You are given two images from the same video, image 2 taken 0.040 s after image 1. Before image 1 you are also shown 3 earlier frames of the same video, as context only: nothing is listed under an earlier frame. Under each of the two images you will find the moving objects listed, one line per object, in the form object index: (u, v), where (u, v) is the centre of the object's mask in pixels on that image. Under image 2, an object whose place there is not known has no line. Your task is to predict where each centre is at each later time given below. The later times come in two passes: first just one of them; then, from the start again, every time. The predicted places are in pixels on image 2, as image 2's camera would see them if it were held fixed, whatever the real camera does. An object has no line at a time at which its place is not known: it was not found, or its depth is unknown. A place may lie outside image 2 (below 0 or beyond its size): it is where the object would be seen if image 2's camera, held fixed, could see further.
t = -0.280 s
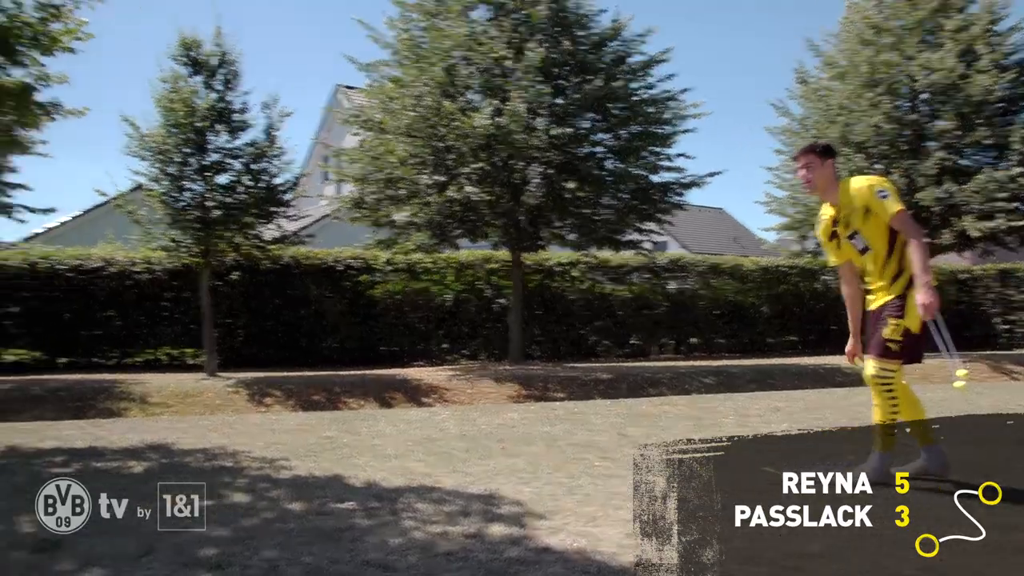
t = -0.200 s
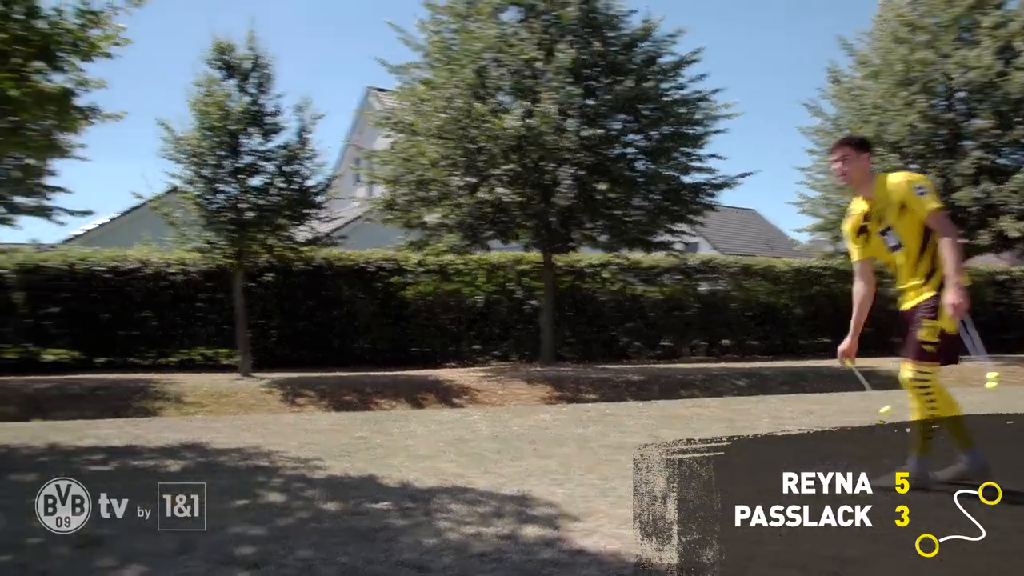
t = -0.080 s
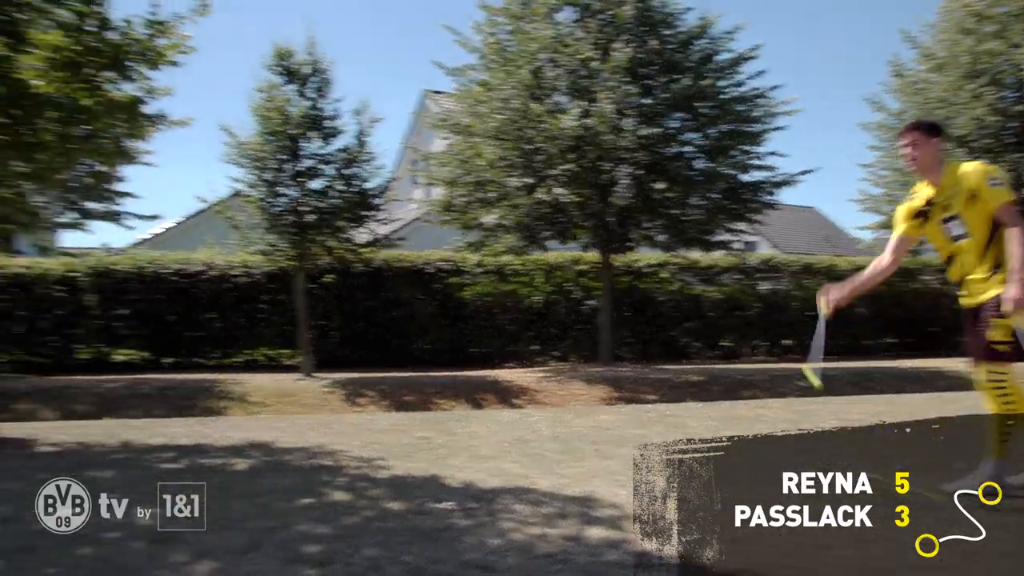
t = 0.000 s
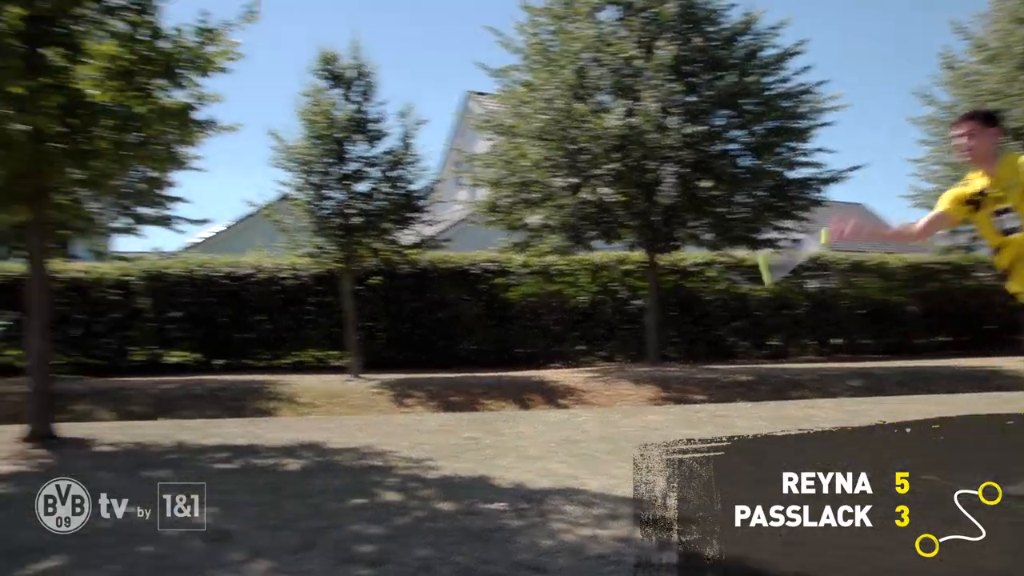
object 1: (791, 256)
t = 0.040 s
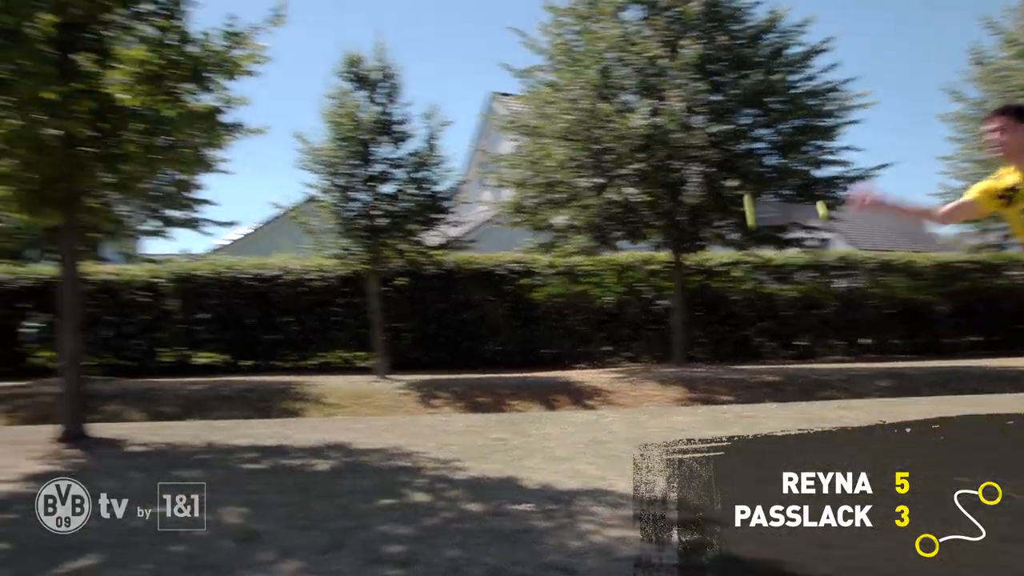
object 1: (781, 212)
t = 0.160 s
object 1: (675, 102)
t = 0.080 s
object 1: (744, 169)
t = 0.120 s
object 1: (709, 130)
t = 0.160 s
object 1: (675, 102)
